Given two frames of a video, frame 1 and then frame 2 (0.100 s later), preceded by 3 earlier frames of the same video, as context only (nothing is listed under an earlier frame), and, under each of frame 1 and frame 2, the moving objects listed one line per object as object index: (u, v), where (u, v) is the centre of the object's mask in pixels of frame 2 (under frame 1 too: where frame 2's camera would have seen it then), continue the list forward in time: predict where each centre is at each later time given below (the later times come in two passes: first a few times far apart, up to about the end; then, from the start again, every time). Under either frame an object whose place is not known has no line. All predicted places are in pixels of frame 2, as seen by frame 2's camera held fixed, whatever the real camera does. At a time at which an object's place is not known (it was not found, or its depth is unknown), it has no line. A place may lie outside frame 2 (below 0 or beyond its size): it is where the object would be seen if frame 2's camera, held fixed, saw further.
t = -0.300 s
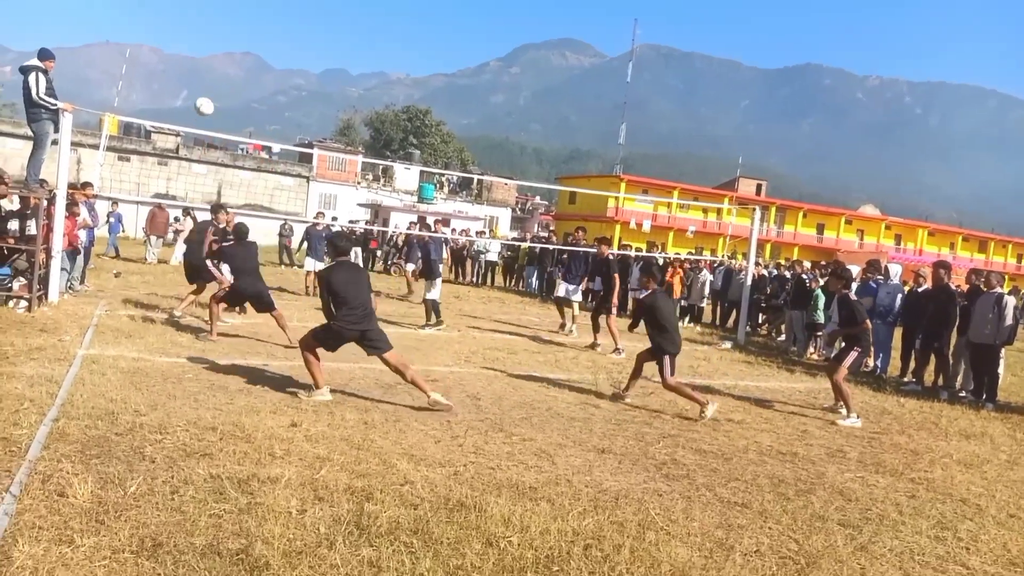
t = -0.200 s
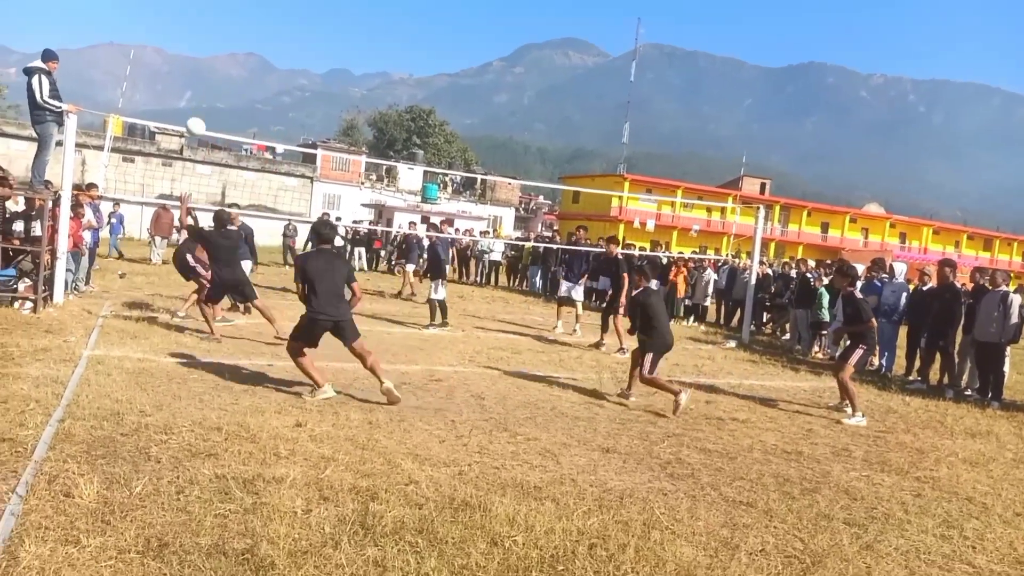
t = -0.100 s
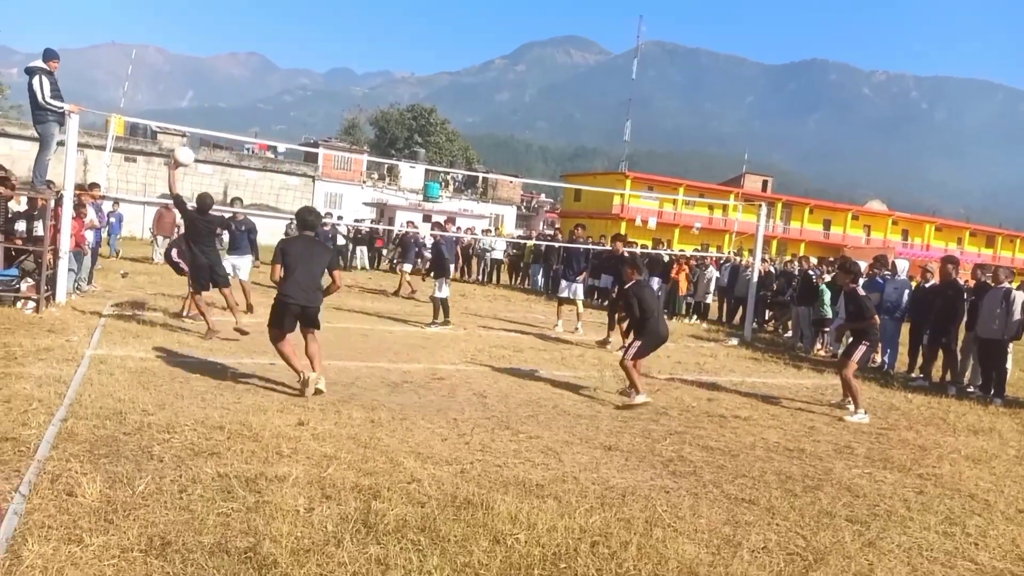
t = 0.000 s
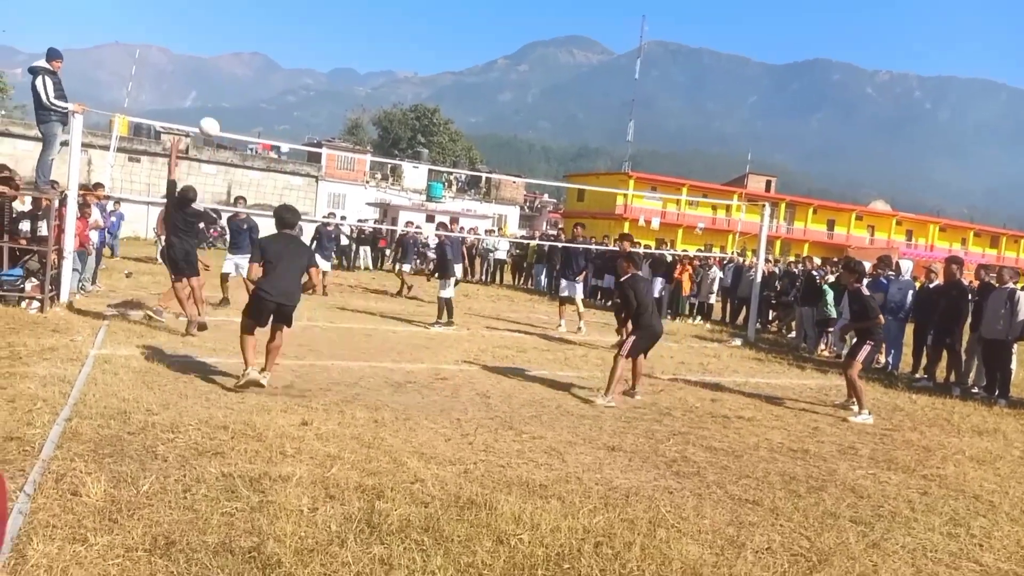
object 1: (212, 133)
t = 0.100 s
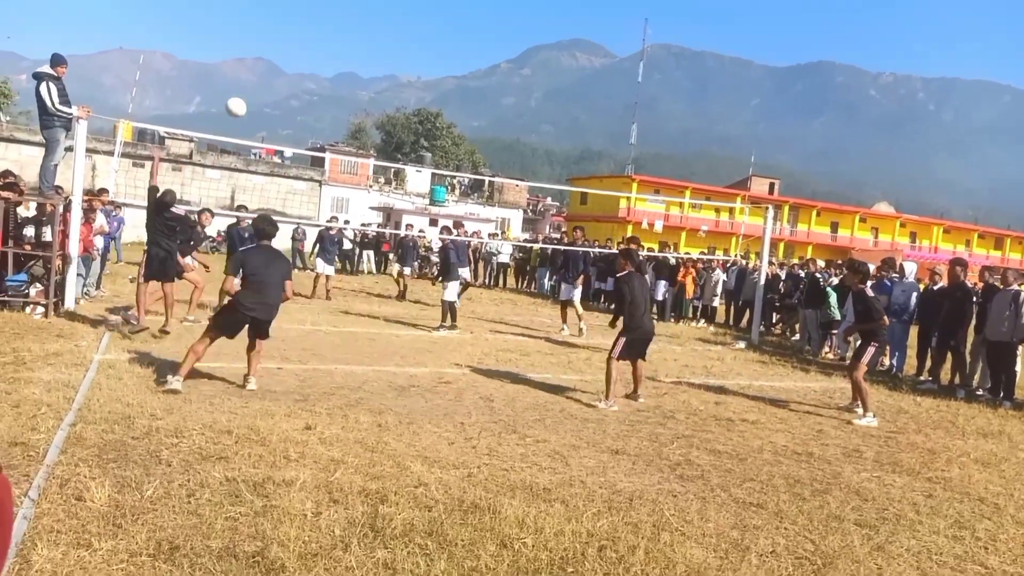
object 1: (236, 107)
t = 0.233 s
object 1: (265, 89)
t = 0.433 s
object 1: (307, 94)
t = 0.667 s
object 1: (350, 145)
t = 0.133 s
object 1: (243, 101)
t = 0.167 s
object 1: (251, 96)
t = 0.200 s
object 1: (258, 92)
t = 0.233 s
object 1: (265, 89)
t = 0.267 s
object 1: (273, 87)
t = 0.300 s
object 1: (280, 86)
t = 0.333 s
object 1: (287, 87)
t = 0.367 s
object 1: (293, 88)
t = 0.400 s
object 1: (300, 91)
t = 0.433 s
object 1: (307, 94)
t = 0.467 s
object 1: (313, 98)
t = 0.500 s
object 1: (320, 104)
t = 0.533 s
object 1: (327, 110)
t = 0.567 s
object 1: (333, 117)
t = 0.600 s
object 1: (339, 126)
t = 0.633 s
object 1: (344, 135)
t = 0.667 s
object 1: (350, 145)
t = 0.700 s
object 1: (354, 156)
